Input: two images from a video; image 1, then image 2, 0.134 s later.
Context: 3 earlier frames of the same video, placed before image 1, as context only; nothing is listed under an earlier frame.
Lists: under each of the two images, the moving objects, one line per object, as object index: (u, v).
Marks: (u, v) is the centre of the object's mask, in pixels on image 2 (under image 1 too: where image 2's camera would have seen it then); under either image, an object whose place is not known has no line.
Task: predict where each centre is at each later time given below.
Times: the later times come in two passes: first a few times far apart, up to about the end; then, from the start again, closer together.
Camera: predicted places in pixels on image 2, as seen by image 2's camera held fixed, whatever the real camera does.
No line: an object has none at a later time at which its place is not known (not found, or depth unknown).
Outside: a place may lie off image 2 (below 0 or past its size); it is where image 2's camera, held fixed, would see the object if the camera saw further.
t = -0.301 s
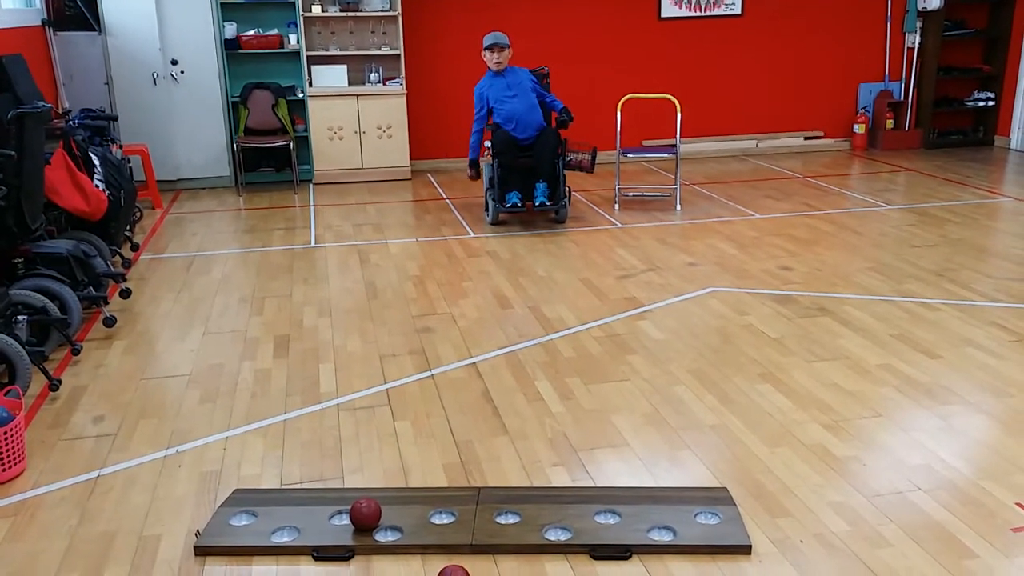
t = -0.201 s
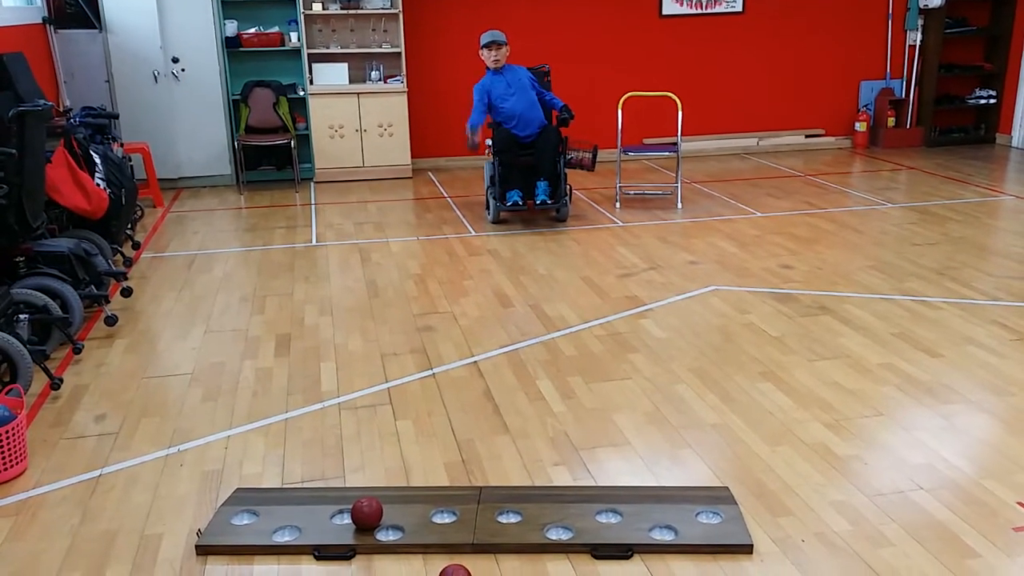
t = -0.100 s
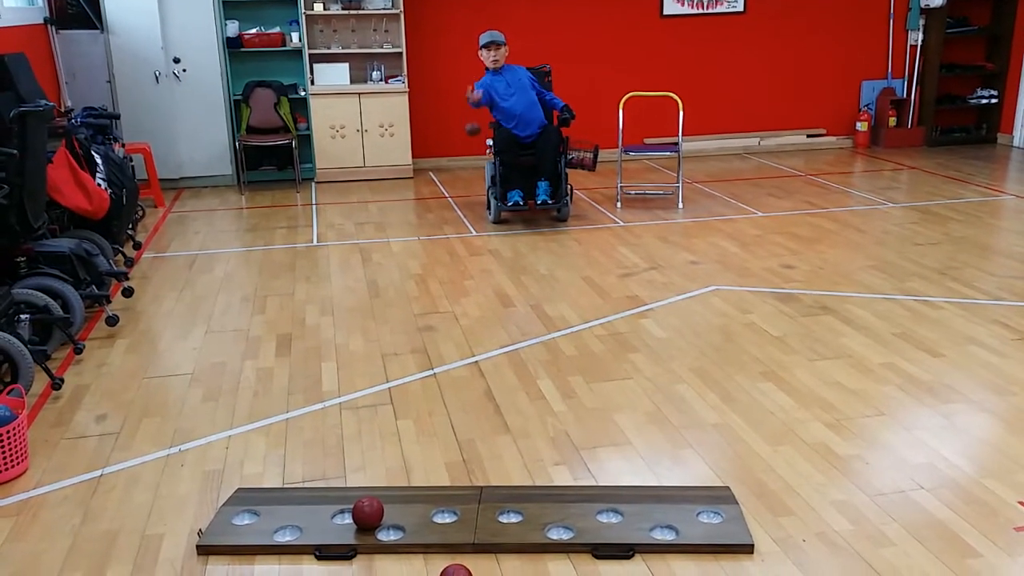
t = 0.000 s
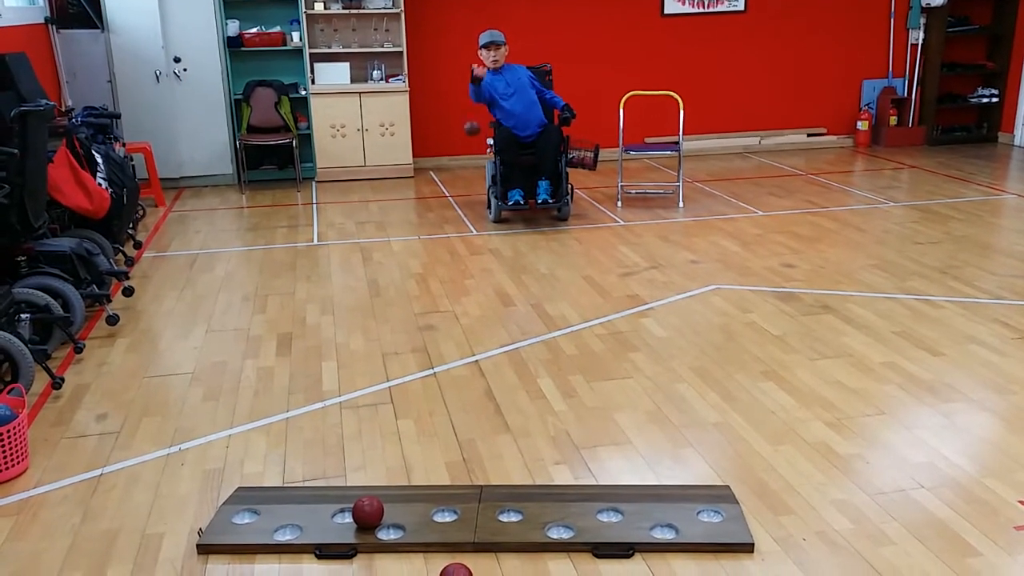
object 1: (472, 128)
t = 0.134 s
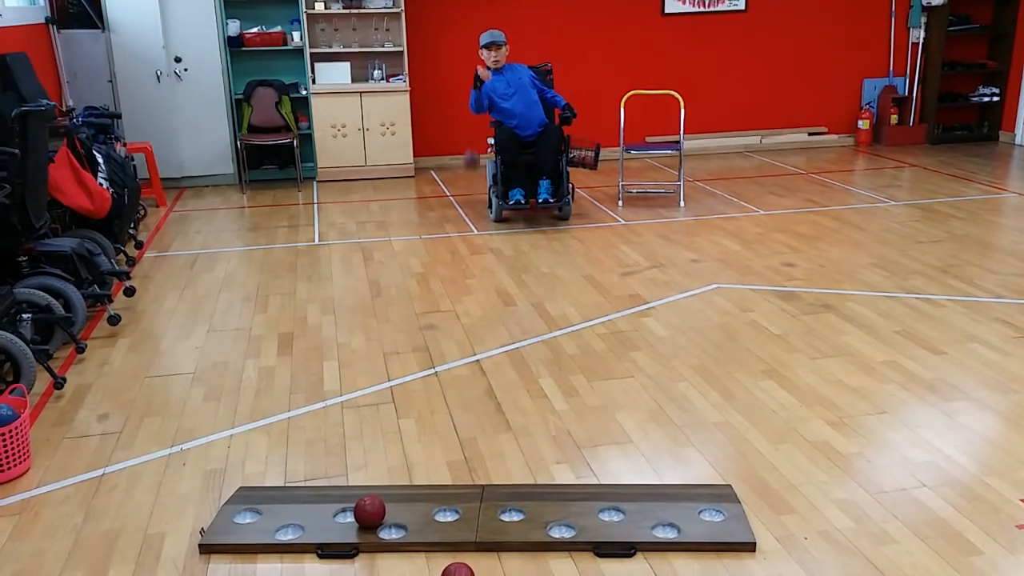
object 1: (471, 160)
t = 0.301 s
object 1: (471, 268)
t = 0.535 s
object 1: (468, 357)
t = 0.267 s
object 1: (472, 243)
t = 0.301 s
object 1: (471, 268)
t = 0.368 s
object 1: (473, 340)
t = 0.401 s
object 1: (472, 340)
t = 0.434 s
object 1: (471, 340)
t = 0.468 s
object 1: (470, 344)
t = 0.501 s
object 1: (469, 349)
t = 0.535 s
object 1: (468, 357)
